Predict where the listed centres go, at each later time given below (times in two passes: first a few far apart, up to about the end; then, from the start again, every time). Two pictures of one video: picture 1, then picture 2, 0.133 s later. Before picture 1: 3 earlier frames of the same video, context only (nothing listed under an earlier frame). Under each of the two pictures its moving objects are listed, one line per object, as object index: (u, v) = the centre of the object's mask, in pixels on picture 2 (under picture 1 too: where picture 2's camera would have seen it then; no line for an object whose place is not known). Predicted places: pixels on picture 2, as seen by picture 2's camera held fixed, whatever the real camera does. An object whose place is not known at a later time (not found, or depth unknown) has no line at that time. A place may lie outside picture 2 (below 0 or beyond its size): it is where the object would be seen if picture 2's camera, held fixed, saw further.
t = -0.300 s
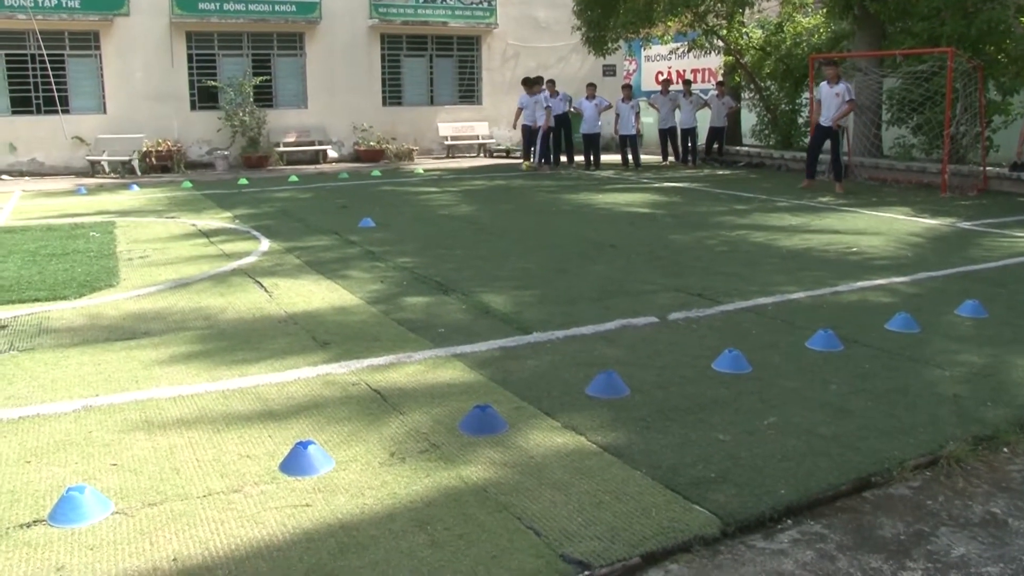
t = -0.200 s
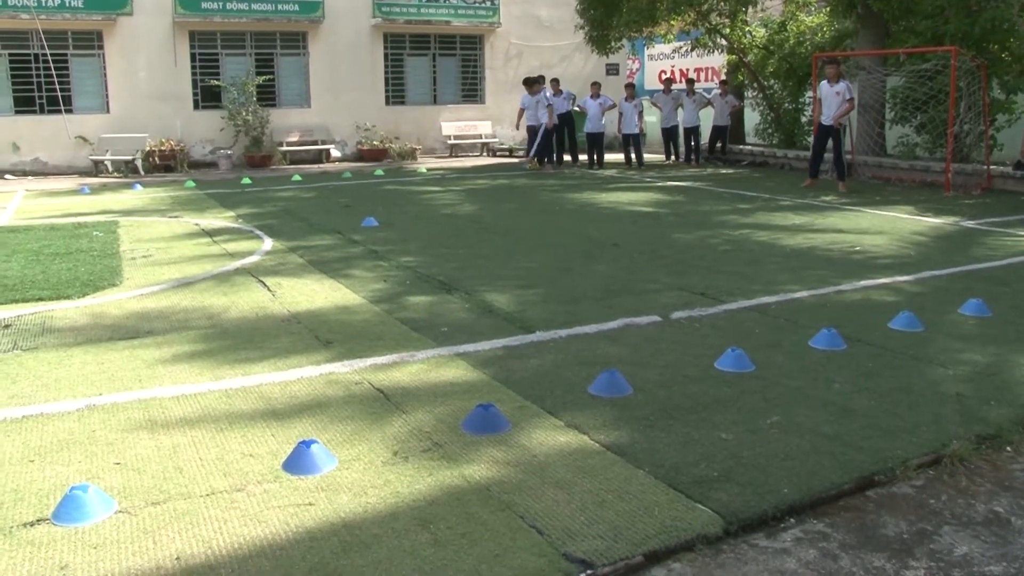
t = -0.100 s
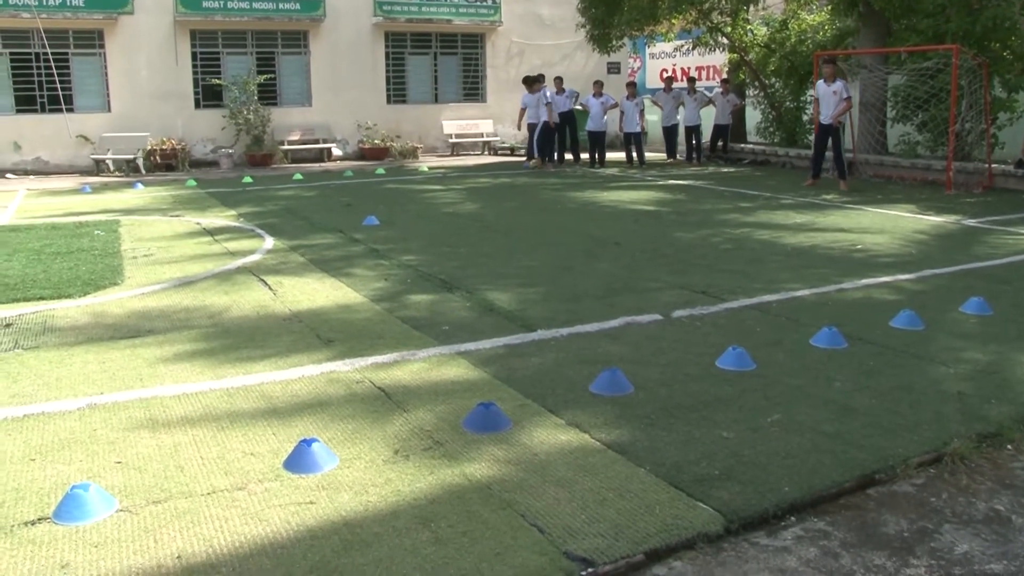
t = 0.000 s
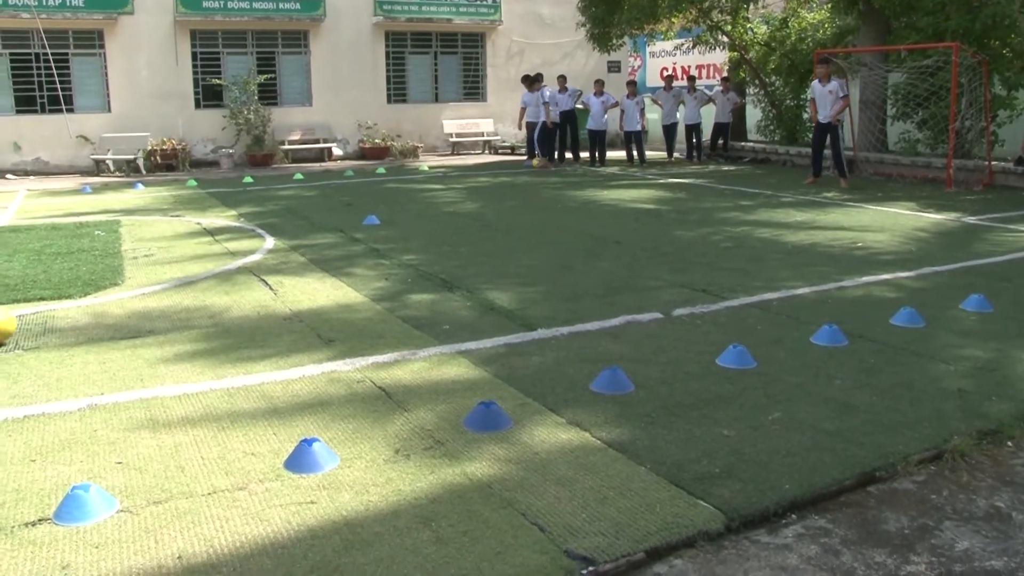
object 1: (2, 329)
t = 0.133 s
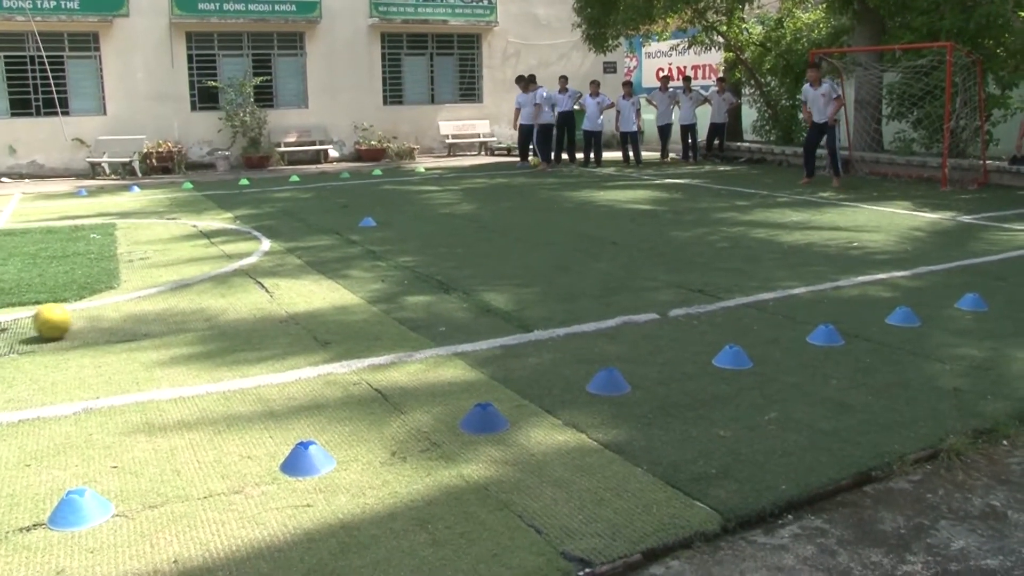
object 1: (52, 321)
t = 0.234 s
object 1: (95, 315)
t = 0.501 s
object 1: (196, 298)
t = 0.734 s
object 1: (272, 284)
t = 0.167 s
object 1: (67, 320)
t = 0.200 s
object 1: (81, 318)
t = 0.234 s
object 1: (95, 315)
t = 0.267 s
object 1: (109, 312)
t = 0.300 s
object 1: (122, 310)
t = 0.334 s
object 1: (135, 308)
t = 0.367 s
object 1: (148, 307)
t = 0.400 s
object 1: (161, 304)
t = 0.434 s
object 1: (172, 302)
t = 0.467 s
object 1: (185, 300)
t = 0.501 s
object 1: (196, 298)
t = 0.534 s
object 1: (208, 295)
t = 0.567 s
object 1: (220, 294)
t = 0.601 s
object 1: (231, 291)
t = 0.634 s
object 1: (241, 290)
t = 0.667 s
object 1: (251, 287)
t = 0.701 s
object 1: (262, 286)
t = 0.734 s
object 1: (272, 284)
